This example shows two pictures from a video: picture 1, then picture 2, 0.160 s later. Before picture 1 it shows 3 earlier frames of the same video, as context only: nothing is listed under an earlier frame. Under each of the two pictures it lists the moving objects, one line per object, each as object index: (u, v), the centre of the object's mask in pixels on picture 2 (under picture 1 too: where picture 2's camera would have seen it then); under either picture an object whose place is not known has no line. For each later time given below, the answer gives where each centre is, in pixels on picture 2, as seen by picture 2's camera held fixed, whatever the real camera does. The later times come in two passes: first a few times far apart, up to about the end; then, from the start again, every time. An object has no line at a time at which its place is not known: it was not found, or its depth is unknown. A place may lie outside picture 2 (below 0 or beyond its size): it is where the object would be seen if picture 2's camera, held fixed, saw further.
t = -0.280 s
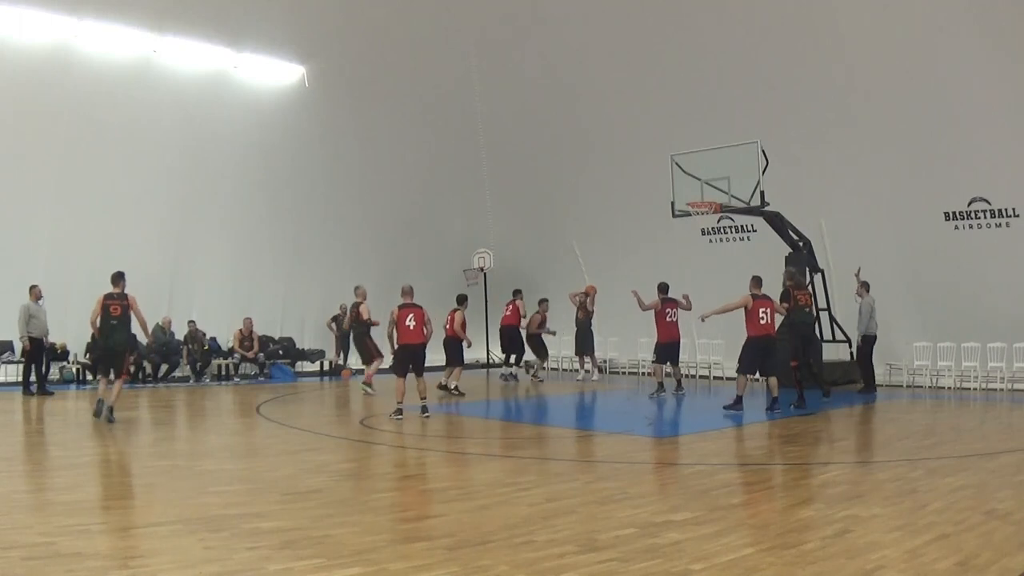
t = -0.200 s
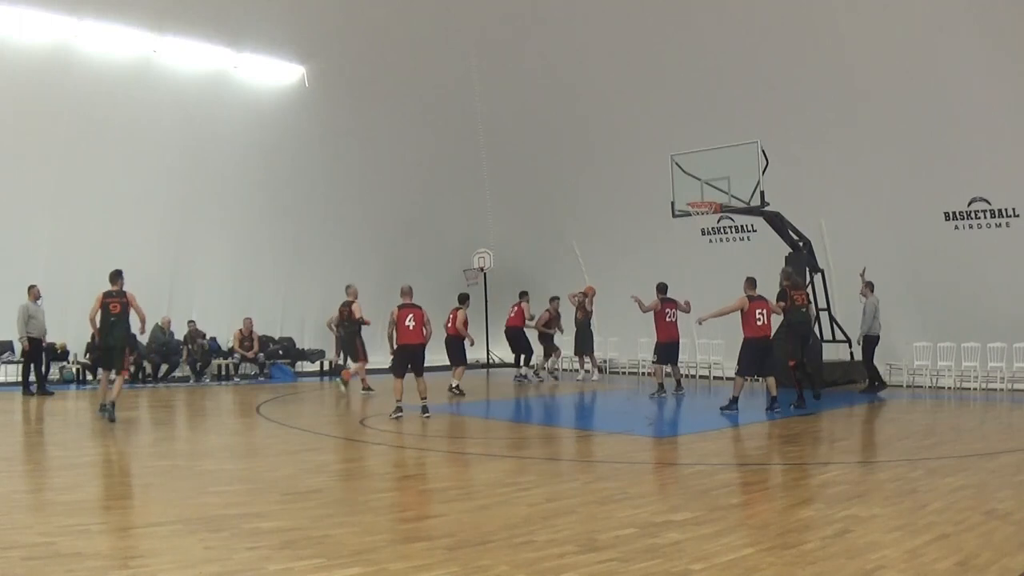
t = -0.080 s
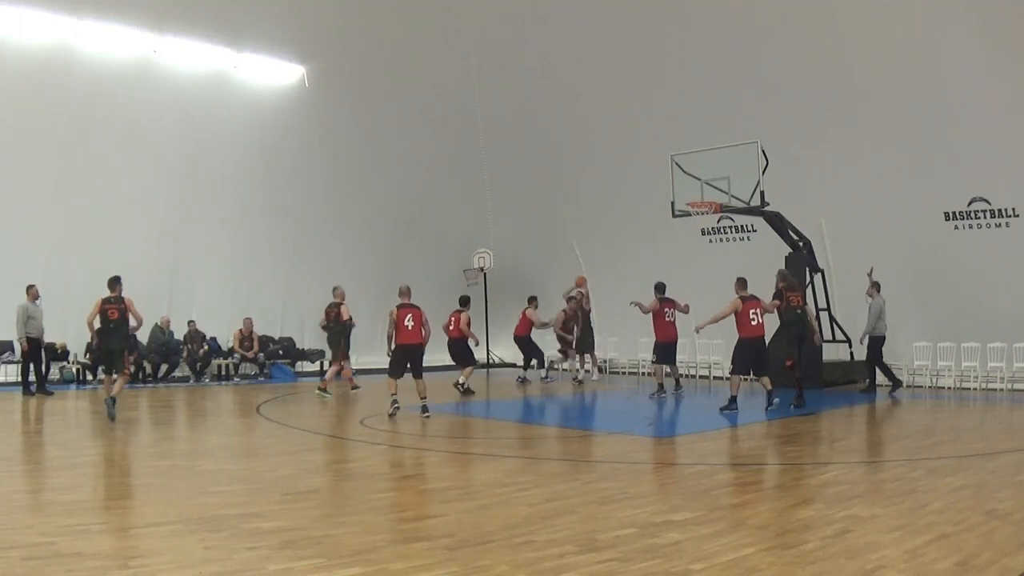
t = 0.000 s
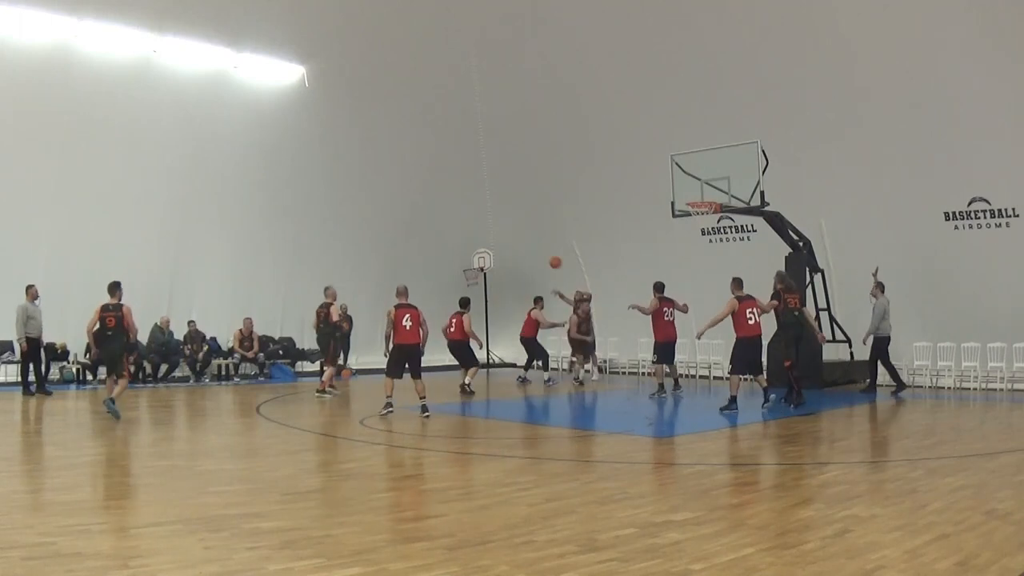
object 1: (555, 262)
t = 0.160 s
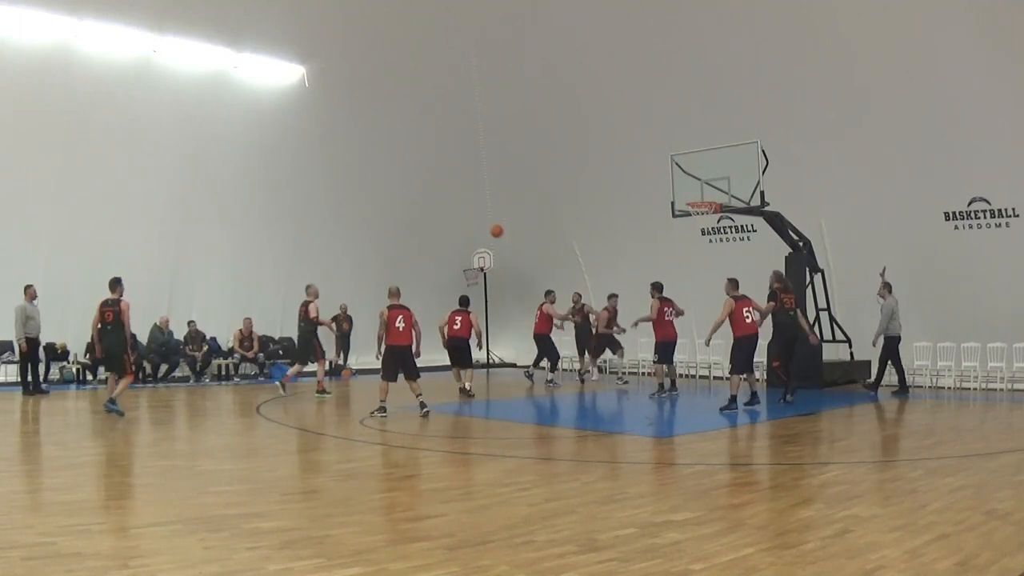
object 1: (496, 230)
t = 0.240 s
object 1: (465, 220)
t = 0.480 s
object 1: (364, 206)
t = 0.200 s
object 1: (481, 224)
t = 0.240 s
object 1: (465, 220)
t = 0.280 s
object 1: (449, 215)
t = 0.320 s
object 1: (432, 212)
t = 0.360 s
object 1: (416, 209)
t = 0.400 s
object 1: (399, 207)
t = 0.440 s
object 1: (382, 206)
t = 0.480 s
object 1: (364, 206)
